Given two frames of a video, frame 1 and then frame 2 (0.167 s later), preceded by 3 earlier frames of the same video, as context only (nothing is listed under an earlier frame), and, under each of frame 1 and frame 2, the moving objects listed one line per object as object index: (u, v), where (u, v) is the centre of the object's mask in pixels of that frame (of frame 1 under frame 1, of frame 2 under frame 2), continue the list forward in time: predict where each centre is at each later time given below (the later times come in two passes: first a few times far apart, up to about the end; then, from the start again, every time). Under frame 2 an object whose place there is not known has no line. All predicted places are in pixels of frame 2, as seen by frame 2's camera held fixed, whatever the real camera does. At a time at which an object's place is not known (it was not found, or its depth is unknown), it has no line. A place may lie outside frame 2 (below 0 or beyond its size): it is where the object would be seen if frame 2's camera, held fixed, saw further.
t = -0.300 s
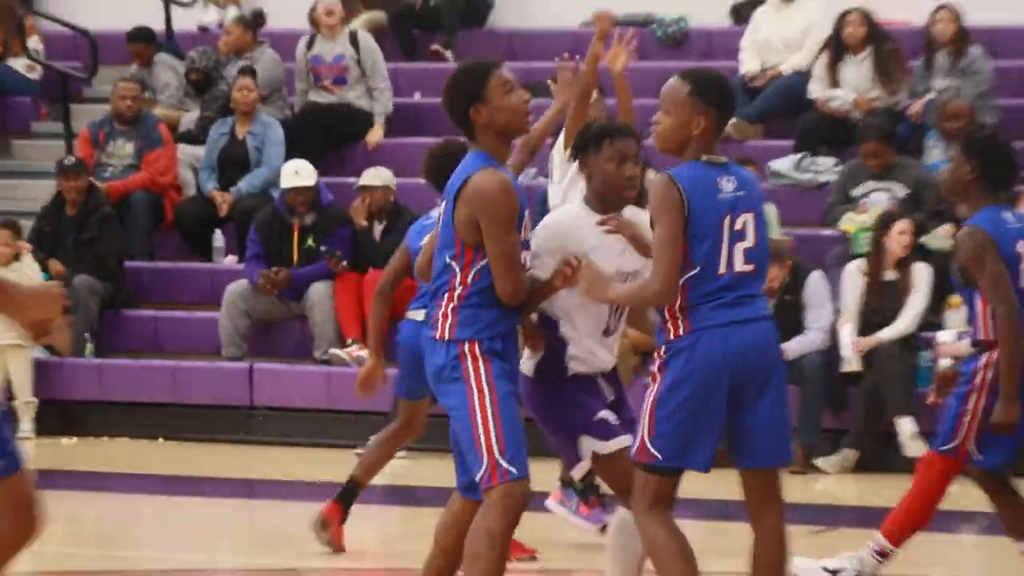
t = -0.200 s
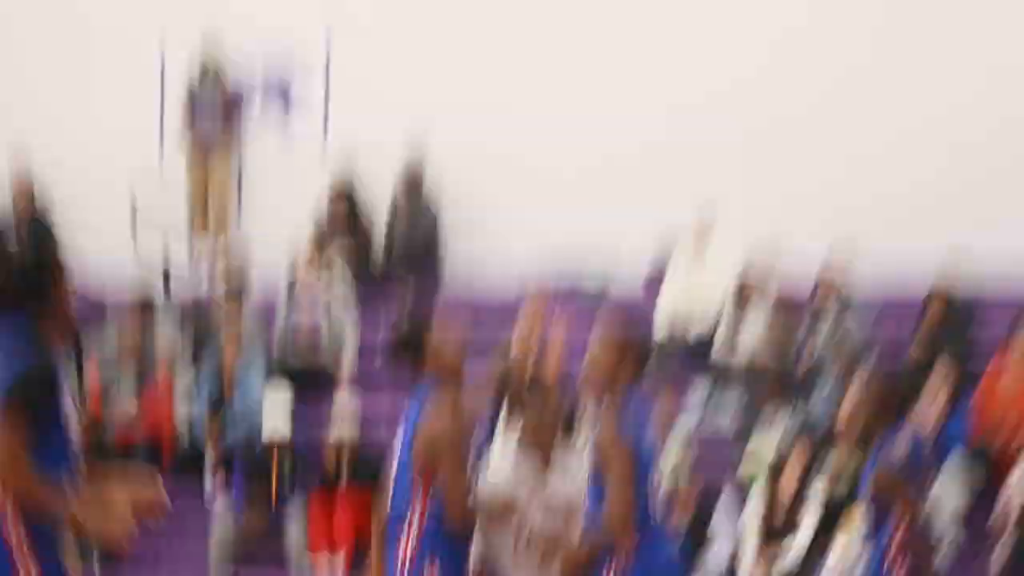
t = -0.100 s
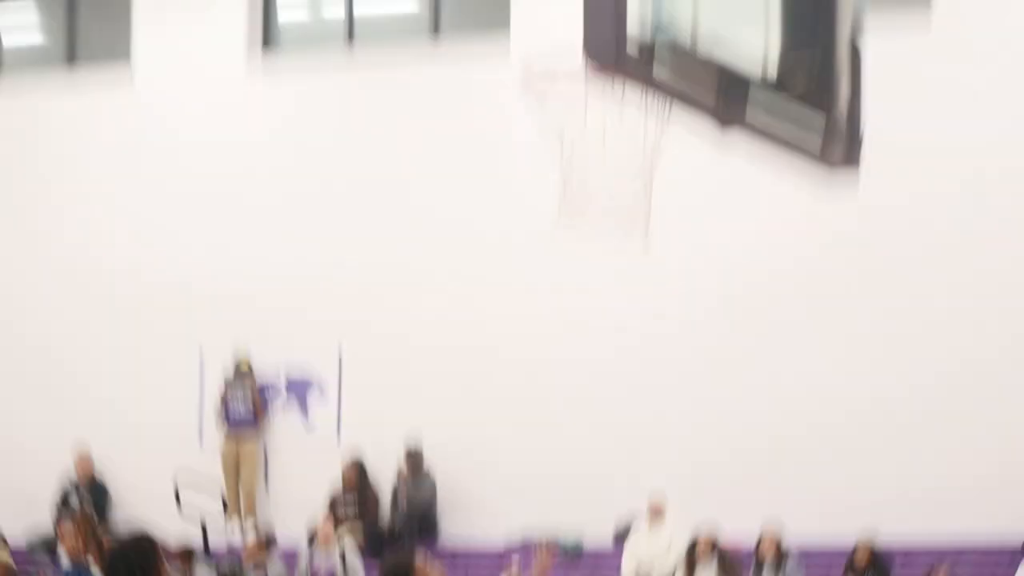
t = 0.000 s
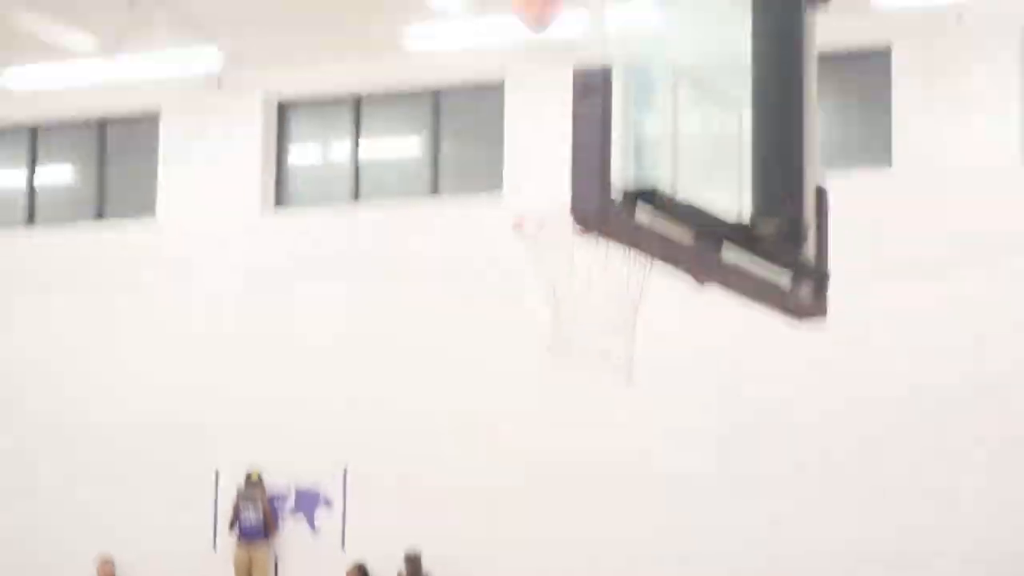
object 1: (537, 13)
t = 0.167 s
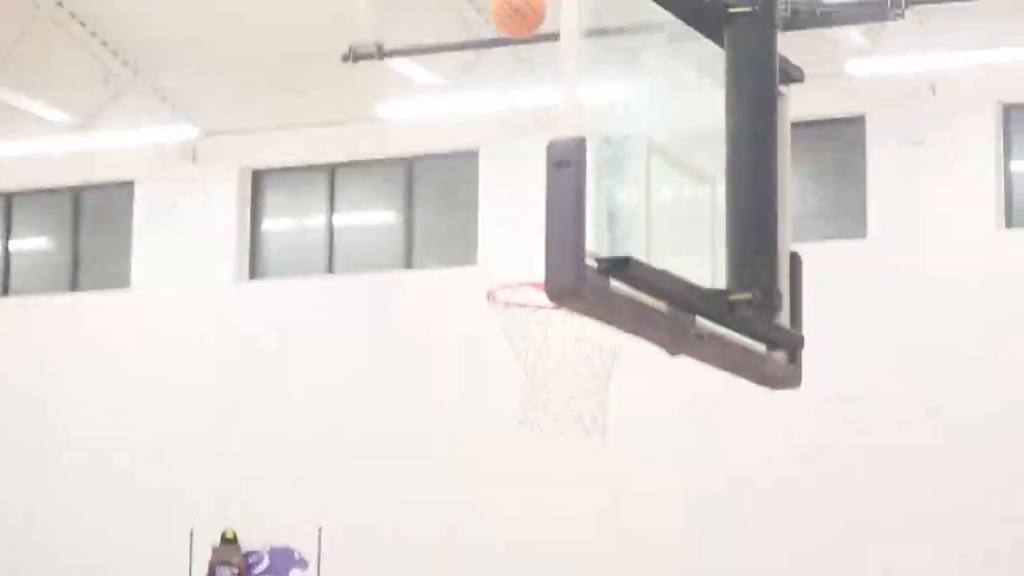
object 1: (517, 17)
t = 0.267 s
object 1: (522, 19)
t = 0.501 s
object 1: (528, 51)
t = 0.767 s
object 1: (519, 277)
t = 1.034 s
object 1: (388, 214)
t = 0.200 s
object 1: (519, 18)
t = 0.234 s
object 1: (520, 19)
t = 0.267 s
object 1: (522, 19)
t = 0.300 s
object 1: (523, 21)
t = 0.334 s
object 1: (524, 22)
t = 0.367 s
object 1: (526, 25)
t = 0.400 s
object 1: (527, 28)
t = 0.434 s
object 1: (527, 34)
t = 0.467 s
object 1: (528, 41)
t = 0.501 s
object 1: (528, 51)
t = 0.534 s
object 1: (528, 69)
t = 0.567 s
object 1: (529, 96)
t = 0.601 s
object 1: (528, 125)
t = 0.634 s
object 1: (525, 152)
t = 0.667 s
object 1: (524, 189)
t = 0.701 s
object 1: (523, 229)
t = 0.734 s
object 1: (523, 264)
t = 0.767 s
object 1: (519, 277)
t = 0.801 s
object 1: (499, 256)
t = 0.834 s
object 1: (482, 242)
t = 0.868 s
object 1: (465, 230)
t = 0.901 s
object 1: (450, 221)
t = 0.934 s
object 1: (434, 216)
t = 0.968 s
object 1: (419, 213)
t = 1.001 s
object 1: (404, 212)
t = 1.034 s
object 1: (388, 214)
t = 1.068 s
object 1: (373, 219)
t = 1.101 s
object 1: (359, 229)
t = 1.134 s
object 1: (350, 241)
